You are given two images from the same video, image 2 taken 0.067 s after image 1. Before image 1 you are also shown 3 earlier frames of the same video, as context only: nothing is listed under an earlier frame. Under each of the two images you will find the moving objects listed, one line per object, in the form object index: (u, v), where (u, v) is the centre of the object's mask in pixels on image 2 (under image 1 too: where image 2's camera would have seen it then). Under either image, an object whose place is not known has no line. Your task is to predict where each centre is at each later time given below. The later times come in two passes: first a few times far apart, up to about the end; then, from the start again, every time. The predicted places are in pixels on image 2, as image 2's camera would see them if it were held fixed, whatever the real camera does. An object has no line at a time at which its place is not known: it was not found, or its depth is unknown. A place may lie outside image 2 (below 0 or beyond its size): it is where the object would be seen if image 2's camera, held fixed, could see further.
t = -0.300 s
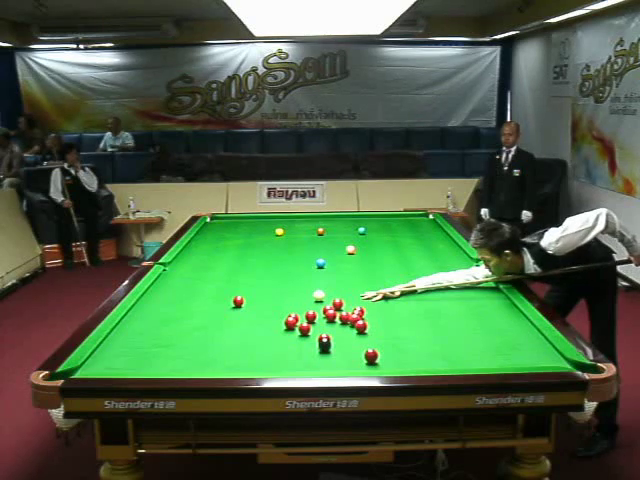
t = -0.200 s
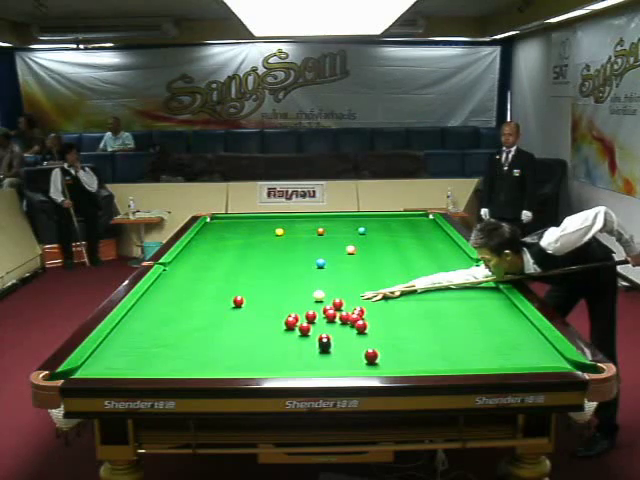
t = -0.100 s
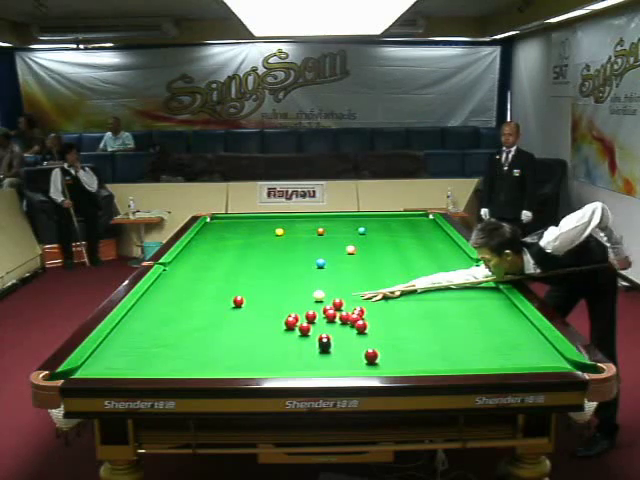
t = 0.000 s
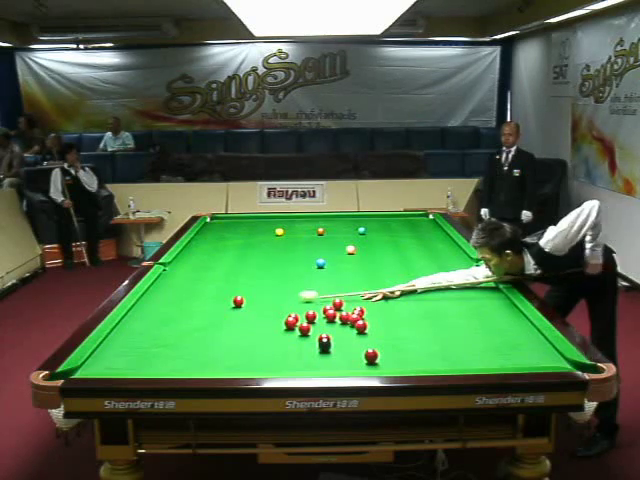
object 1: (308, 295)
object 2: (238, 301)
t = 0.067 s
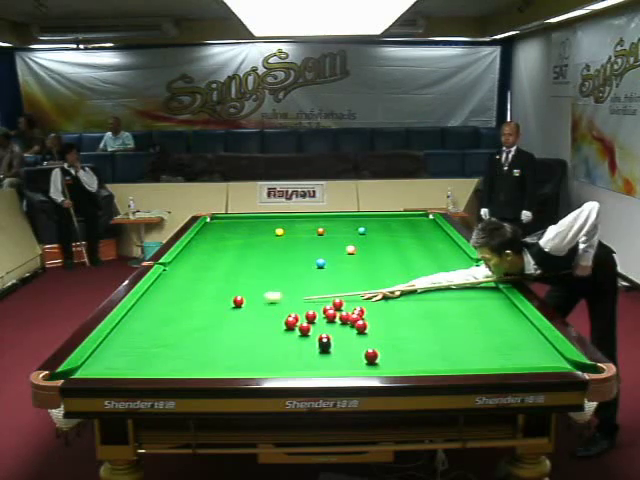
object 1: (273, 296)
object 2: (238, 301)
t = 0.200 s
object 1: (217, 296)
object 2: (231, 304)
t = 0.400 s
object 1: (164, 291)
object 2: (217, 311)
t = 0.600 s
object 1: (177, 288)
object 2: (201, 319)
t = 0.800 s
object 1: (213, 284)
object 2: (186, 326)
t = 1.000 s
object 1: (247, 281)
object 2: (170, 334)
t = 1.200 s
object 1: (279, 278)
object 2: (153, 342)
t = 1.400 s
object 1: (309, 275)
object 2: (137, 351)
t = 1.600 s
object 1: (338, 272)
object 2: (120, 359)
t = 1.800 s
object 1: (366, 269)
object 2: (104, 366)
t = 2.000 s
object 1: (391, 267)
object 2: (86, 370)
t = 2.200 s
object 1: (415, 264)
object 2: (78, 370)
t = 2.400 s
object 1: (439, 262)
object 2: (84, 370)
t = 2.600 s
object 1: (461, 263)
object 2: (88, 370)
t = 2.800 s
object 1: (471, 260)
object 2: (89, 369)
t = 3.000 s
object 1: (467, 263)
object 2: (91, 368)
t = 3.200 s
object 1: (463, 266)
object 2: (91, 368)
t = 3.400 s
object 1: (459, 269)
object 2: (91, 368)
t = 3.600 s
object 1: (455, 272)
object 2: (91, 368)
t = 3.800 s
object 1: (452, 275)
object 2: (91, 368)
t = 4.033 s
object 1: (447, 278)
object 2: (91, 368)
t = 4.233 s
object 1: (444, 281)
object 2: (91, 368)
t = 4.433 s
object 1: (440, 283)
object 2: (91, 368)
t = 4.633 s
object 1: (437, 286)
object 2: (91, 368)
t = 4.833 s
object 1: (434, 288)
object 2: (91, 368)
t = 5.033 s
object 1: (431, 290)
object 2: (91, 368)
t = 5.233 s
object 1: (429, 292)
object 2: (91, 368)
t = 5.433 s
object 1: (425, 294)
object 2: (91, 368)
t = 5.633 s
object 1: (424, 295)
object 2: (91, 368)
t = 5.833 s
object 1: (421, 297)
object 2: (91, 368)
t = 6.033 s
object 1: (420, 298)
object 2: (91, 368)
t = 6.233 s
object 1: (418, 299)
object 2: (91, 368)
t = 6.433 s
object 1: (417, 300)
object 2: (91, 368)
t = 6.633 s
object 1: (416, 301)
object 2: (91, 368)
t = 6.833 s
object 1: (415, 302)
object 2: (91, 368)
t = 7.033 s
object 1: (414, 302)
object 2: (91, 368)
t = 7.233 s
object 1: (414, 302)
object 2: (91, 368)
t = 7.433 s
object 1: (414, 302)
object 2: (91, 368)
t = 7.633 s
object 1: (414, 302)
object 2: (91, 368)
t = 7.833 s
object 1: (414, 302)
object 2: (91, 368)
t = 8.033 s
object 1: (414, 302)
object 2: (91, 368)
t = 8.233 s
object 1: (414, 302)
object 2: (91, 368)
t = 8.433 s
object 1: (414, 302)
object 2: (91, 368)
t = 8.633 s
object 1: (414, 302)
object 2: (91, 368)
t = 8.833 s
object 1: (414, 302)
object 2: (91, 368)
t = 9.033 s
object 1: (414, 302)
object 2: (91, 368)
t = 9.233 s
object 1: (414, 302)
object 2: (91, 368)
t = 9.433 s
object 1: (414, 302)
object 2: (91, 368)
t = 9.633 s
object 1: (414, 302)
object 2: (91, 368)
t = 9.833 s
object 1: (414, 302)
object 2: (91, 368)
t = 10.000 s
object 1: (415, 302)
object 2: (91, 368)
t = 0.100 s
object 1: (256, 297)
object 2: (238, 301)
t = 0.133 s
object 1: (241, 296)
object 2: (237, 302)
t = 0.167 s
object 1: (228, 296)
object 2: (234, 303)
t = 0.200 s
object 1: (217, 296)
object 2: (231, 304)
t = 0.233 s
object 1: (206, 295)
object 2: (229, 305)
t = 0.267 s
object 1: (197, 294)
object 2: (226, 307)
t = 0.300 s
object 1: (187, 293)
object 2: (224, 308)
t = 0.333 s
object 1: (179, 293)
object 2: (222, 310)
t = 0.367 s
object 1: (171, 292)
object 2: (219, 310)
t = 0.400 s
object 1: (164, 291)
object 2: (217, 311)
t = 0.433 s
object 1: (156, 291)
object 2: (214, 313)
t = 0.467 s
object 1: (151, 290)
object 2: (212, 314)
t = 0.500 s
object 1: (158, 289)
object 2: (209, 315)
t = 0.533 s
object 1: (165, 289)
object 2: (207, 316)
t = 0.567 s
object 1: (171, 288)
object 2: (204, 317)
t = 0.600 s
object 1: (177, 288)
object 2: (201, 319)
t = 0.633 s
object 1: (183, 287)
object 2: (199, 320)
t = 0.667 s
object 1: (190, 286)
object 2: (197, 322)
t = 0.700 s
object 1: (196, 286)
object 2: (194, 322)
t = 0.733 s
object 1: (201, 285)
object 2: (192, 324)
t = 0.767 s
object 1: (207, 285)
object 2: (189, 325)
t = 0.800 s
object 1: (213, 284)
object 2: (186, 326)
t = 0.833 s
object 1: (219, 283)
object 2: (183, 328)
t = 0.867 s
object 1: (225, 283)
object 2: (181, 329)
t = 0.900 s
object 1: (230, 282)
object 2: (178, 330)
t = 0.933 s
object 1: (236, 282)
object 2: (175, 332)
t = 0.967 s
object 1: (241, 281)
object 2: (173, 333)
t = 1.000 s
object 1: (247, 281)
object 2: (170, 334)
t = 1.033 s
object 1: (252, 280)
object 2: (167, 336)
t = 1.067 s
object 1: (258, 280)
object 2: (165, 337)
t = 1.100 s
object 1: (263, 279)
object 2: (162, 338)
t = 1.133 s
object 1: (269, 279)
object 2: (159, 340)
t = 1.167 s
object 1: (274, 278)
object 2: (156, 341)
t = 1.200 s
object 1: (279, 278)
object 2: (153, 342)
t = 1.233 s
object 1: (284, 277)
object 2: (151, 343)
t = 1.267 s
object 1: (290, 277)
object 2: (148, 345)
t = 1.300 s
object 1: (295, 277)
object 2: (145, 346)
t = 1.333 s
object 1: (299, 276)
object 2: (143, 348)
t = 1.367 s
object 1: (305, 276)
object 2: (140, 349)
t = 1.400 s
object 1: (309, 275)
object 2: (137, 351)
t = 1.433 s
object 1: (314, 275)
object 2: (135, 352)
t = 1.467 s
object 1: (319, 274)
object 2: (131, 353)
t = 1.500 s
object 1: (324, 274)
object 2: (129, 355)
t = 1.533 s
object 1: (329, 273)
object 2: (126, 356)
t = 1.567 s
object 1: (334, 273)
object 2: (123, 357)
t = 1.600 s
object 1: (338, 272)
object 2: (120, 359)
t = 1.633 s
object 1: (343, 272)
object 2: (117, 360)
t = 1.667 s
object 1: (347, 271)
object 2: (115, 361)
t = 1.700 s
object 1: (352, 271)
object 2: (112, 363)
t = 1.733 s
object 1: (357, 270)
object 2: (109, 363)
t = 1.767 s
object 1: (361, 270)
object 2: (106, 365)
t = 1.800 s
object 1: (366, 269)
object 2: (104, 366)
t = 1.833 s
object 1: (370, 269)
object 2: (100, 366)
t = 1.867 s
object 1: (375, 269)
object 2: (98, 367)
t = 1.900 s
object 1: (378, 268)
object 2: (95, 368)
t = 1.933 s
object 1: (383, 268)
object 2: (92, 369)
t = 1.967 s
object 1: (387, 268)
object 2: (89, 369)
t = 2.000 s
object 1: (391, 267)
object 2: (86, 370)
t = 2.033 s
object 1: (395, 267)
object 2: (84, 370)
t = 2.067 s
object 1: (399, 266)
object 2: (82, 370)
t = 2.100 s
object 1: (404, 266)
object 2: (81, 370)
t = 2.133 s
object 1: (407, 265)
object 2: (78, 370)
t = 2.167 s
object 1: (412, 265)
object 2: (78, 370)
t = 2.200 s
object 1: (415, 264)
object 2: (78, 370)
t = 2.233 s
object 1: (419, 264)
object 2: (79, 370)
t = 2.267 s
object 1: (423, 264)
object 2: (80, 370)
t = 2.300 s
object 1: (427, 263)
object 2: (81, 370)
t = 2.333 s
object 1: (431, 263)
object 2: (82, 370)
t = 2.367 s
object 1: (435, 263)
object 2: (83, 370)
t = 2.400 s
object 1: (439, 262)
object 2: (84, 370)
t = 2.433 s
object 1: (442, 262)
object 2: (85, 370)
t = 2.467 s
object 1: (446, 260)
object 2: (87, 370)
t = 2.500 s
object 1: (450, 260)
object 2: (87, 370)
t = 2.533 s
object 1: (453, 259)
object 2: (87, 370)
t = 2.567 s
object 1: (458, 259)
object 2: (87, 370)
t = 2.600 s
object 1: (461, 263)
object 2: (88, 370)
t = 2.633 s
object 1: (464, 260)
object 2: (88, 370)
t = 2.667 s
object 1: (467, 260)
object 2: (88, 369)
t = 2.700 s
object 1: (471, 259)
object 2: (88, 369)
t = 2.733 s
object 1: (472, 259)
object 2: (89, 369)
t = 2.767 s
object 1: (472, 260)
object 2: (89, 369)
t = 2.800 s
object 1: (471, 260)
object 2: (89, 369)
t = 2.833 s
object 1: (470, 261)
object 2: (89, 369)
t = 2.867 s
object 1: (469, 261)
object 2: (89, 369)
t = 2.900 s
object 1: (469, 262)
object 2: (90, 369)
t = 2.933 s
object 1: (468, 263)
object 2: (90, 368)
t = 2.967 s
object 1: (467, 263)
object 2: (90, 368)
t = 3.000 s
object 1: (467, 263)
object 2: (91, 368)
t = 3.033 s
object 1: (466, 264)
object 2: (91, 368)
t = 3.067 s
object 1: (466, 264)
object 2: (91, 368)
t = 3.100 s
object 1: (465, 265)
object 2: (91, 368)
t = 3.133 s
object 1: (464, 265)
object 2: (91, 368)
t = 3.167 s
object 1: (464, 266)
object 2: (91, 368)
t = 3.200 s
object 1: (463, 266)
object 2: (91, 368)
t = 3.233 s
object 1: (462, 267)
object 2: (91, 368)
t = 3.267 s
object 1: (462, 267)
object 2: (91, 368)
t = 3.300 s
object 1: (461, 268)
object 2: (91, 368)
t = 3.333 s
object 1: (460, 268)
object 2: (91, 368)
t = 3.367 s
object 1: (460, 269)
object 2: (91, 368)
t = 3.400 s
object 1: (459, 269)
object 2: (91, 368)
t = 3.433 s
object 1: (458, 270)
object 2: (91, 368)
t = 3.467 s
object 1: (458, 270)
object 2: (91, 368)
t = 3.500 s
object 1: (457, 271)
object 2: (91, 368)
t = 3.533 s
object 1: (457, 271)
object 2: (91, 368)
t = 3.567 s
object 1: (456, 271)
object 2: (91, 368)
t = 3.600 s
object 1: (455, 272)
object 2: (91, 368)
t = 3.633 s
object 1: (455, 273)
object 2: (91, 368)
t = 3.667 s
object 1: (454, 273)
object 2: (91, 368)
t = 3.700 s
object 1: (454, 273)
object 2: (91, 368)
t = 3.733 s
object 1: (453, 274)
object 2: (91, 368)
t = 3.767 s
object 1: (452, 275)
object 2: (91, 368)
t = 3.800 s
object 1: (452, 275)
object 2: (91, 368)
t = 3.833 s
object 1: (451, 276)
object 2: (91, 368)
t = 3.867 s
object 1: (451, 276)
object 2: (91, 368)
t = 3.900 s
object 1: (450, 276)
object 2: (91, 368)
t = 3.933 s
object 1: (449, 277)
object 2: (91, 368)
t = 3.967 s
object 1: (449, 277)
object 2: (91, 368)
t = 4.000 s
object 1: (448, 277)
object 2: (91, 368)
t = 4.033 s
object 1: (447, 278)
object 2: (91, 368)
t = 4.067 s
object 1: (447, 279)
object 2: (91, 368)
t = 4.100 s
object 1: (446, 279)
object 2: (91, 368)
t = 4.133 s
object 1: (446, 280)
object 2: (91, 368)
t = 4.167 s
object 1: (445, 280)
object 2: (91, 368)
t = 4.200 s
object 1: (445, 280)
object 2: (91, 368)
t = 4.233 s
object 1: (444, 281)
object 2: (91, 368)
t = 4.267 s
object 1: (443, 281)
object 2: (91, 368)
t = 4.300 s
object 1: (443, 282)
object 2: (91, 368)
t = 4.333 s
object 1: (442, 282)
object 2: (91, 368)
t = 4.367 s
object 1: (442, 283)
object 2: (91, 368)
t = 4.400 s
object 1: (441, 283)
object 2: (91, 368)
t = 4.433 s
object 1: (440, 283)
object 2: (91, 368)
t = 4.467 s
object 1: (440, 284)
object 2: (91, 368)
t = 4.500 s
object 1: (439, 284)
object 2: (91, 368)
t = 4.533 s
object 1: (440, 284)
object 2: (91, 368)
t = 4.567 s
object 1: (439, 285)
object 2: (91, 368)
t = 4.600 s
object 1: (438, 285)
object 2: (91, 368)
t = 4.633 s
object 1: (437, 286)
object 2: (91, 368)
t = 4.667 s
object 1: (437, 286)
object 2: (91, 368)
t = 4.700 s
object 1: (436, 286)
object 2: (91, 368)
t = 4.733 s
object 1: (436, 286)
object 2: (91, 368)
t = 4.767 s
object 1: (435, 287)
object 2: (91, 368)
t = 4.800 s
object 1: (435, 287)
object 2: (91, 368)
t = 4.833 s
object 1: (434, 288)
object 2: (91, 368)
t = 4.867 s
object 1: (434, 288)
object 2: (91, 368)
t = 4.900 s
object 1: (433, 288)
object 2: (91, 368)
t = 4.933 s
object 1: (433, 289)
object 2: (91, 368)
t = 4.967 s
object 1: (432, 289)
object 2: (91, 368)
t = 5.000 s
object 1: (432, 290)
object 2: (91, 368)
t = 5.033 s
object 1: (431, 290)
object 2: (91, 368)
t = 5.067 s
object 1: (431, 290)
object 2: (91, 368)
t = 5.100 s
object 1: (430, 290)
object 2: (91, 368)
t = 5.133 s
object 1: (430, 291)
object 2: (91, 368)
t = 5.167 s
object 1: (429, 291)
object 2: (91, 368)
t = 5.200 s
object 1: (429, 291)
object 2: (91, 368)
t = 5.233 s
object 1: (429, 292)
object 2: (91, 368)
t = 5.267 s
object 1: (428, 292)
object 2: (91, 368)
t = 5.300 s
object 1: (428, 292)
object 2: (91, 368)
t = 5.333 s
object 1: (427, 293)
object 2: (91, 368)
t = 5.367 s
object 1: (426, 293)
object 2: (91, 368)
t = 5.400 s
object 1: (426, 293)
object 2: (91, 368)
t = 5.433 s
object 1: (425, 294)
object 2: (91, 368)
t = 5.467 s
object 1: (425, 294)
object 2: (91, 368)
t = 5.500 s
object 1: (425, 294)
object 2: (91, 368)
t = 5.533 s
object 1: (425, 295)
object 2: (91, 368)
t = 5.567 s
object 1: (424, 295)
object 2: (91, 368)
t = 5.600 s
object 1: (424, 295)
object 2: (91, 368)
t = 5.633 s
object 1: (424, 295)
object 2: (91, 368)
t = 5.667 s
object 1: (423, 296)
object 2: (91, 368)
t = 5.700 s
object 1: (423, 296)
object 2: (91, 368)
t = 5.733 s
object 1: (423, 296)
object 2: (91, 368)
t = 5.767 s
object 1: (422, 296)
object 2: (91, 368)
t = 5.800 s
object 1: (422, 297)
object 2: (91, 368)
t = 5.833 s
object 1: (421, 297)
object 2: (91, 368)
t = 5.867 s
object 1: (421, 297)
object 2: (91, 368)
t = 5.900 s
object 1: (421, 297)
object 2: (91, 368)
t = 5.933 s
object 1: (421, 297)
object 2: (91, 368)
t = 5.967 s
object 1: (420, 298)
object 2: (91, 368)
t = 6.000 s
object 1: (420, 298)
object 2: (91, 368)
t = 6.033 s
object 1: (420, 298)
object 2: (91, 368)
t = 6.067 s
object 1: (420, 298)
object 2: (91, 368)
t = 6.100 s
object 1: (419, 298)
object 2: (91, 368)
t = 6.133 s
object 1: (419, 299)
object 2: (91, 368)
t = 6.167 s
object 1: (419, 299)
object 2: (91, 368)
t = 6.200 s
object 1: (418, 299)
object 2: (91, 368)
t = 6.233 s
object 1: (418, 299)
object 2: (91, 368)
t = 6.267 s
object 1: (418, 299)
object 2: (91, 368)
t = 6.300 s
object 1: (418, 300)
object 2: (91, 368)
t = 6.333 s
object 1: (418, 300)
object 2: (91, 368)
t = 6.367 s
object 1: (417, 300)
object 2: (91, 368)
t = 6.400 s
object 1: (417, 300)
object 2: (91, 368)
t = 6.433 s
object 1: (417, 300)
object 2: (91, 368)
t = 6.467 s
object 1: (417, 300)
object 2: (91, 368)
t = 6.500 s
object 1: (417, 301)
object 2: (91, 368)
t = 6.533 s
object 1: (416, 301)
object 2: (91, 368)
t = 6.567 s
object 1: (416, 301)
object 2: (91, 368)
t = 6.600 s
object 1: (416, 301)
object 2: (91, 368)
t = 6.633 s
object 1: (416, 301)
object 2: (91, 368)
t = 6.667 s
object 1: (416, 301)
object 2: (91, 368)
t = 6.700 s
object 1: (416, 301)
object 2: (91, 368)
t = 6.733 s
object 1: (415, 301)
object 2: (91, 368)
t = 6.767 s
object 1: (415, 301)
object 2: (91, 368)
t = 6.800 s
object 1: (415, 301)
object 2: (91, 368)
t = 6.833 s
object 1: (415, 302)
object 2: (91, 368)
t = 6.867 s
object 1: (415, 302)
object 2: (91, 368)
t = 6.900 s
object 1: (415, 302)
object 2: (91, 368)
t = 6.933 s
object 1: (414, 302)
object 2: (91, 368)
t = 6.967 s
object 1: (415, 302)
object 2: (91, 368)
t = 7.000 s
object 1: (414, 302)
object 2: (91, 368)
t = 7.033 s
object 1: (414, 302)
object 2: (91, 368)
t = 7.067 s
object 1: (414, 302)
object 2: (91, 368)
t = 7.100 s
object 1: (414, 302)
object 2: (91, 368)
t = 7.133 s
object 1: (414, 302)
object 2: (91, 368)
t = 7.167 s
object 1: (414, 302)
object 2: (91, 368)
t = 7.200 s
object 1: (414, 302)
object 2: (91, 368)
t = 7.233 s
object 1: (414, 302)
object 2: (91, 368)
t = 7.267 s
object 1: (414, 302)
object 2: (91, 368)
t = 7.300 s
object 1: (414, 302)
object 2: (91, 368)
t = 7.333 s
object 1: (414, 302)
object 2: (91, 368)
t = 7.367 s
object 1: (414, 302)
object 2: (91, 368)
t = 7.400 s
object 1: (414, 302)
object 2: (91, 368)
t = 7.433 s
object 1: (414, 302)
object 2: (91, 368)
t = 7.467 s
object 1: (414, 302)
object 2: (91, 368)
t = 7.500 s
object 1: (414, 302)
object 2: (91, 368)
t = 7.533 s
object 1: (414, 302)
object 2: (91, 368)
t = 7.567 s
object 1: (414, 302)
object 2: (91, 368)
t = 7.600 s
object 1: (414, 302)
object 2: (91, 368)
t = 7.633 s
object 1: (414, 302)
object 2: (91, 368)
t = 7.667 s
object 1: (414, 302)
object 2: (91, 368)
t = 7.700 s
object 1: (414, 302)
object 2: (91, 368)
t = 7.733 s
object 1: (414, 302)
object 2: (91, 368)
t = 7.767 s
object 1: (414, 302)
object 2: (91, 368)
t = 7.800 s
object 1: (414, 302)
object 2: (91, 368)
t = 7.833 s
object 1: (414, 302)
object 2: (91, 368)
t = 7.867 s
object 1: (414, 302)
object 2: (91, 368)
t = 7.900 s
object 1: (414, 302)
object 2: (91, 368)
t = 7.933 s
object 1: (414, 302)
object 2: (91, 368)
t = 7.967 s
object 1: (414, 302)
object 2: (91, 368)
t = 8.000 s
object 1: (414, 302)
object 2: (91, 368)
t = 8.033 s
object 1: (414, 302)
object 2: (91, 368)
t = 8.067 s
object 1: (414, 302)
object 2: (91, 368)
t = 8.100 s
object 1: (414, 302)
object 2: (91, 368)
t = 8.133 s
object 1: (414, 302)
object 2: (91, 368)
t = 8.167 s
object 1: (414, 302)
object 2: (91, 368)
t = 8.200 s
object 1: (414, 302)
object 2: (91, 368)
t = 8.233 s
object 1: (414, 302)
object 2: (91, 368)
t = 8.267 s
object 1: (414, 302)
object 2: (91, 368)
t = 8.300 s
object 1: (414, 302)
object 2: (91, 368)
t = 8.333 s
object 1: (414, 302)
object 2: (91, 368)
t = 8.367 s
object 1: (414, 302)
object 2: (91, 368)
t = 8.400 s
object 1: (414, 302)
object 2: (91, 368)
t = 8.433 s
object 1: (414, 302)
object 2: (91, 368)
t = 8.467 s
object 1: (414, 302)
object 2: (91, 368)
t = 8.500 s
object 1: (414, 302)
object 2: (91, 368)
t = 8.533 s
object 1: (414, 302)
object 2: (91, 368)
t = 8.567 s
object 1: (414, 302)
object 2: (91, 368)
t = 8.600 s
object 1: (414, 302)
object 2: (91, 368)
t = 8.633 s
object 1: (414, 302)
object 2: (91, 368)
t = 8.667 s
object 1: (414, 302)
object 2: (91, 368)
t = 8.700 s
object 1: (414, 302)
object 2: (91, 368)
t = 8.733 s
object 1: (414, 302)
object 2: (91, 368)
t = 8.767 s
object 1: (414, 302)
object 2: (91, 368)
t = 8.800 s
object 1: (414, 302)
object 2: (91, 368)
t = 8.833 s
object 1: (414, 302)
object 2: (91, 368)
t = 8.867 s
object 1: (414, 302)
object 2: (91, 368)
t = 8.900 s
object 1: (414, 302)
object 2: (91, 368)
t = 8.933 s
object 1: (414, 302)
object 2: (91, 368)
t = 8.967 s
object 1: (414, 302)
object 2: (91, 368)
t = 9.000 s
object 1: (414, 302)
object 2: (91, 368)
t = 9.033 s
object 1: (414, 302)
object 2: (91, 368)
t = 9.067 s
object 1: (414, 302)
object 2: (91, 368)
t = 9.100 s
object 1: (414, 302)
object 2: (91, 368)
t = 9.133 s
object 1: (414, 302)
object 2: (91, 368)
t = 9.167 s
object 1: (414, 302)
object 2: (91, 368)
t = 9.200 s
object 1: (414, 302)
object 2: (91, 368)
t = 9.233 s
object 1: (414, 302)
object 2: (91, 368)
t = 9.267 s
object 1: (414, 302)
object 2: (91, 368)
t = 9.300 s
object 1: (414, 302)
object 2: (91, 368)
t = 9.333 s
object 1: (414, 302)
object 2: (91, 368)
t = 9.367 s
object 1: (414, 302)
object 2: (91, 368)
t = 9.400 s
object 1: (414, 302)
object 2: (91, 368)
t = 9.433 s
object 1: (414, 302)
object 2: (91, 368)
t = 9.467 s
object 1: (414, 302)
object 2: (91, 368)
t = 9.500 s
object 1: (414, 302)
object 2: (91, 368)
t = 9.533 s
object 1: (414, 302)
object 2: (91, 368)
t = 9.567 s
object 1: (414, 302)
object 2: (91, 368)
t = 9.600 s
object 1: (414, 302)
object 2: (91, 368)
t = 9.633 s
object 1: (414, 302)
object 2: (91, 368)
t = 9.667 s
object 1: (414, 302)
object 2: (91, 368)
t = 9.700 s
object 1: (414, 302)
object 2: (91, 368)
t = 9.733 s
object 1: (414, 302)
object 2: (91, 368)
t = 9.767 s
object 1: (414, 302)
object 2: (91, 368)
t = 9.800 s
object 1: (414, 302)
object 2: (91, 368)
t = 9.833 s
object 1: (414, 302)
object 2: (91, 368)
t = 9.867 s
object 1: (414, 302)
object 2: (91, 368)
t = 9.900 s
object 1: (414, 302)
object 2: (91, 368)
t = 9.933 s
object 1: (414, 302)
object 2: (91, 368)
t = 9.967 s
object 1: (414, 302)
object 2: (91, 368)
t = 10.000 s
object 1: (415, 302)
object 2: (91, 368)
